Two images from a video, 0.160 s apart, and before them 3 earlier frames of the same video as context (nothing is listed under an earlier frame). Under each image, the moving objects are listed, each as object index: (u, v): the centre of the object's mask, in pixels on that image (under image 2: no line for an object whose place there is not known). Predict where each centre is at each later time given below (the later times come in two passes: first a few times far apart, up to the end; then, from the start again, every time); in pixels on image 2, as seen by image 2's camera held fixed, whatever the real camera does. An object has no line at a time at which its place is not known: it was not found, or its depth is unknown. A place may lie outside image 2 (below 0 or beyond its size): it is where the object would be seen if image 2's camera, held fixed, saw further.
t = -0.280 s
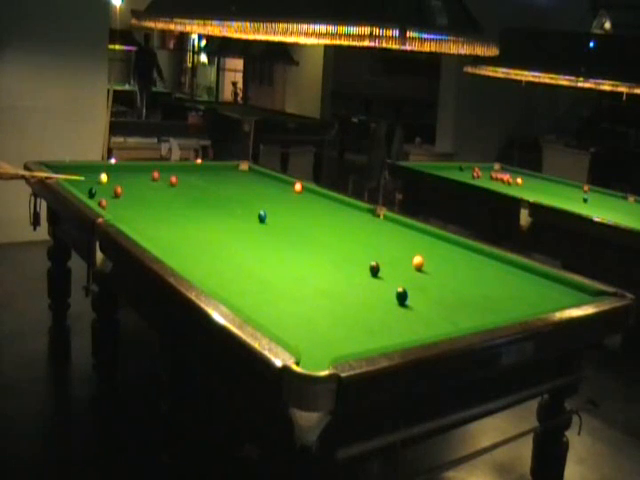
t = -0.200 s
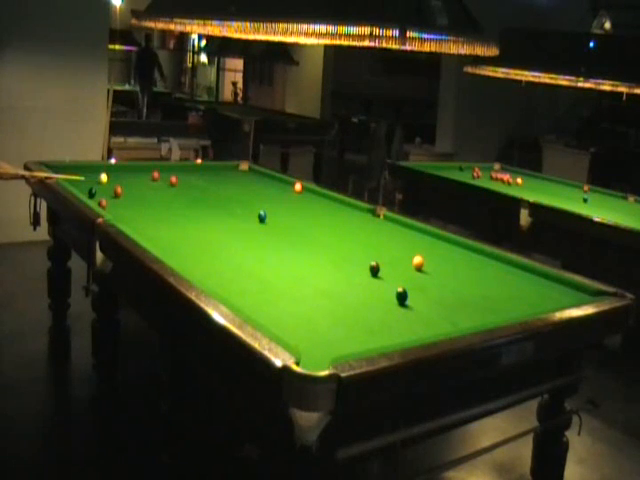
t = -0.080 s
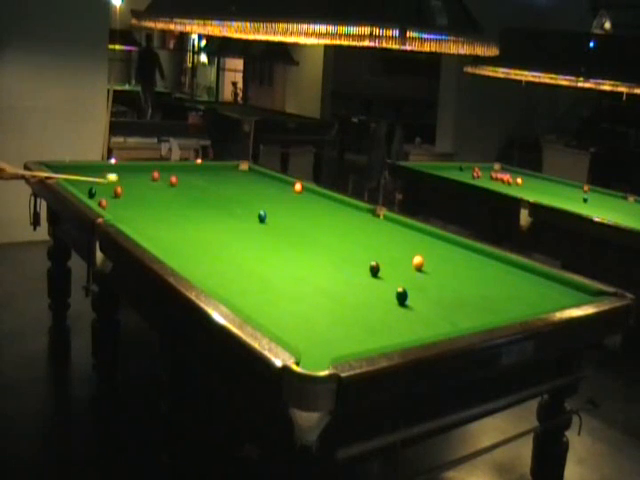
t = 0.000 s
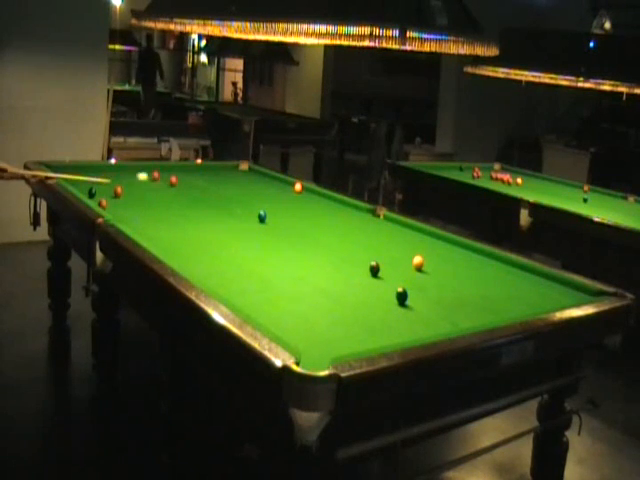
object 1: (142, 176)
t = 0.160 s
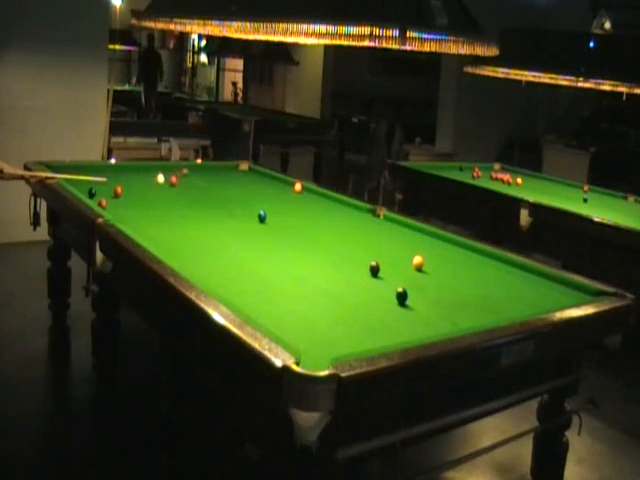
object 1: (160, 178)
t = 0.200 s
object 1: (162, 179)
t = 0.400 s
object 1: (172, 182)
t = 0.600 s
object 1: (181, 185)
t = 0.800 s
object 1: (191, 188)
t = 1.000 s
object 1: (201, 192)
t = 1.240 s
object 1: (213, 195)
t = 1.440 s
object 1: (223, 198)
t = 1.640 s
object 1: (233, 202)
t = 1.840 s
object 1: (243, 205)
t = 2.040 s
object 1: (253, 208)
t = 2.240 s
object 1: (263, 210)
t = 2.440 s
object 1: (272, 214)
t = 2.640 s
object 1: (282, 217)
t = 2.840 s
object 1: (291, 220)
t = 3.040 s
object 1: (300, 223)
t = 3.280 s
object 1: (310, 226)
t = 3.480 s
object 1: (319, 229)
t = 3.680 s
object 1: (327, 231)
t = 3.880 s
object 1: (334, 233)
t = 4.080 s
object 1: (342, 235)
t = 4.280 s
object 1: (348, 237)
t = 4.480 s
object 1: (354, 239)
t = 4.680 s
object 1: (360, 240)
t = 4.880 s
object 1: (365, 241)
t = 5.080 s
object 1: (370, 242)
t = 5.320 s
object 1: (374, 243)
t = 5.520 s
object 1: (377, 244)
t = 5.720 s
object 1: (379, 245)
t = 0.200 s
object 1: (162, 179)
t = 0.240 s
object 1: (164, 179)
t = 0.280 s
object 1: (166, 180)
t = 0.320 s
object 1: (168, 181)
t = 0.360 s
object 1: (170, 181)
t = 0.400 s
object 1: (172, 182)
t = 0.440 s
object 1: (174, 182)
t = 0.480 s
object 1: (175, 183)
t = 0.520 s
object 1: (178, 184)
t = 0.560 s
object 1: (179, 185)
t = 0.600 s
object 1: (181, 185)
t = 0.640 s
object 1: (183, 186)
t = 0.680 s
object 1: (186, 187)
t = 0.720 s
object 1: (187, 187)
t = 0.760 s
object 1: (189, 188)
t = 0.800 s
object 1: (191, 188)
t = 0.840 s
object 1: (193, 189)
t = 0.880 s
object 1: (195, 190)
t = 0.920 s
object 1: (197, 190)
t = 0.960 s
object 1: (199, 191)
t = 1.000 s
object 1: (201, 192)
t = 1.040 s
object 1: (203, 192)
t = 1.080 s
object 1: (205, 193)
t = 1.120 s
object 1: (207, 193)
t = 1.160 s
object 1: (209, 194)
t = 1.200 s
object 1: (211, 195)
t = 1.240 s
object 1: (213, 195)
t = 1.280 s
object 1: (215, 196)
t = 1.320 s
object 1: (217, 197)
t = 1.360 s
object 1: (219, 197)
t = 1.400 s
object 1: (221, 198)
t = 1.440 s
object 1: (223, 198)
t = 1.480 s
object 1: (225, 199)
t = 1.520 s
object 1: (227, 200)
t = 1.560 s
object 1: (229, 201)
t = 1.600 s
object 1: (231, 201)
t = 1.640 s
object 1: (233, 202)
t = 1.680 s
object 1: (235, 202)
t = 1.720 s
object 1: (237, 203)
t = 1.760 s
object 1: (239, 204)
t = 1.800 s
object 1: (241, 205)
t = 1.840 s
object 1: (243, 205)
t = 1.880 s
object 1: (245, 206)
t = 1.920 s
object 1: (247, 206)
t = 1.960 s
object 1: (249, 207)
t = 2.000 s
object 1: (251, 207)
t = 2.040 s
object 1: (253, 208)
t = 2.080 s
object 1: (255, 209)
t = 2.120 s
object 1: (257, 209)
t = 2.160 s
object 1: (258, 209)
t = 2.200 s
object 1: (260, 209)
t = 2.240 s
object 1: (263, 210)
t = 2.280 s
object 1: (265, 210)
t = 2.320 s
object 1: (267, 211)
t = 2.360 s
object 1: (269, 213)
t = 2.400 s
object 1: (271, 214)
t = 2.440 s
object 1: (272, 214)
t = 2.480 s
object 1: (274, 215)
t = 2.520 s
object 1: (277, 215)
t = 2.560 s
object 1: (278, 216)
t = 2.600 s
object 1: (280, 216)
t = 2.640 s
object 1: (282, 217)
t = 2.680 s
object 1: (284, 218)
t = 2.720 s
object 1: (285, 218)
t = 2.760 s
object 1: (287, 219)
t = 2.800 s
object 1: (289, 220)
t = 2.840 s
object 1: (291, 220)
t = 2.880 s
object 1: (293, 221)
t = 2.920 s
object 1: (294, 221)
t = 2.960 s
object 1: (296, 222)
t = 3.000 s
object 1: (298, 223)
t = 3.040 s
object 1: (300, 223)
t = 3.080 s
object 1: (302, 223)
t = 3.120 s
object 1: (303, 224)
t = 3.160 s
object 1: (305, 225)
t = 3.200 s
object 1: (307, 225)
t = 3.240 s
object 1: (309, 226)
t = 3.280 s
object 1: (310, 226)
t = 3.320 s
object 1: (312, 227)
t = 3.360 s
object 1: (314, 227)
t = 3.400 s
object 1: (315, 227)
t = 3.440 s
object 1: (317, 228)
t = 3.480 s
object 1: (319, 229)
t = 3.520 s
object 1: (320, 229)
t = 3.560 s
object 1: (322, 230)
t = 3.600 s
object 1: (323, 230)
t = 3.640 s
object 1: (325, 231)
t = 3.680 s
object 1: (327, 231)
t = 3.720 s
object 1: (328, 231)
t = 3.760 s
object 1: (330, 232)
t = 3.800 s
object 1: (331, 232)
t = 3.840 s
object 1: (333, 232)
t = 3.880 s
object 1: (334, 233)
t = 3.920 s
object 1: (336, 233)
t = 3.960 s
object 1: (337, 234)
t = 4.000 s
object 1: (339, 234)
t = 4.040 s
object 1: (340, 234)
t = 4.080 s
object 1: (342, 235)
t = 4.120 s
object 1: (343, 235)
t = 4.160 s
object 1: (344, 236)
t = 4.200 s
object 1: (346, 236)
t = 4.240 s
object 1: (347, 236)
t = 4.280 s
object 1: (348, 237)
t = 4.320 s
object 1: (349, 237)
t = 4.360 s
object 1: (351, 237)
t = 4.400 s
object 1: (352, 238)
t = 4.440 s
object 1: (353, 238)
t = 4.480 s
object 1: (354, 239)
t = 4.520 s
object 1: (356, 239)
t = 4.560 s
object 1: (357, 239)
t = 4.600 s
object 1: (358, 239)
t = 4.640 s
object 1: (359, 240)
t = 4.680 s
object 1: (360, 240)
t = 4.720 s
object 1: (361, 240)
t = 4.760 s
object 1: (362, 241)
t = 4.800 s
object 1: (363, 241)
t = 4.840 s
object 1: (364, 241)
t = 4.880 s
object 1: (365, 241)
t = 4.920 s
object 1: (366, 241)
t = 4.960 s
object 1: (367, 242)
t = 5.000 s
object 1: (368, 242)
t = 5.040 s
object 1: (369, 242)
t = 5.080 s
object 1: (370, 242)
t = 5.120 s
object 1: (370, 242)
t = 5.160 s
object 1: (371, 243)
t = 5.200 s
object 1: (372, 243)
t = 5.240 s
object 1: (372, 243)
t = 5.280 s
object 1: (373, 243)
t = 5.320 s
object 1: (374, 243)
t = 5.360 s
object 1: (375, 244)
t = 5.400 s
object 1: (375, 244)
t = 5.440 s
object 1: (376, 244)
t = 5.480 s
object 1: (376, 244)
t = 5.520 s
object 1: (377, 244)
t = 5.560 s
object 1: (377, 244)
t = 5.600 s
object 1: (378, 245)
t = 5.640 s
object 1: (378, 245)
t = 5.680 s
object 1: (379, 245)
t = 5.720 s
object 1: (379, 245)
